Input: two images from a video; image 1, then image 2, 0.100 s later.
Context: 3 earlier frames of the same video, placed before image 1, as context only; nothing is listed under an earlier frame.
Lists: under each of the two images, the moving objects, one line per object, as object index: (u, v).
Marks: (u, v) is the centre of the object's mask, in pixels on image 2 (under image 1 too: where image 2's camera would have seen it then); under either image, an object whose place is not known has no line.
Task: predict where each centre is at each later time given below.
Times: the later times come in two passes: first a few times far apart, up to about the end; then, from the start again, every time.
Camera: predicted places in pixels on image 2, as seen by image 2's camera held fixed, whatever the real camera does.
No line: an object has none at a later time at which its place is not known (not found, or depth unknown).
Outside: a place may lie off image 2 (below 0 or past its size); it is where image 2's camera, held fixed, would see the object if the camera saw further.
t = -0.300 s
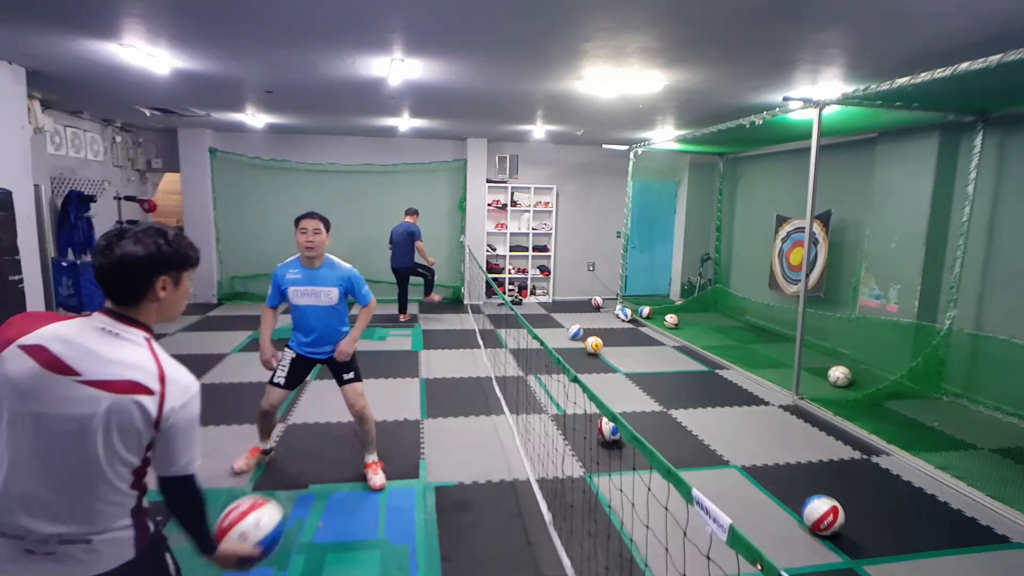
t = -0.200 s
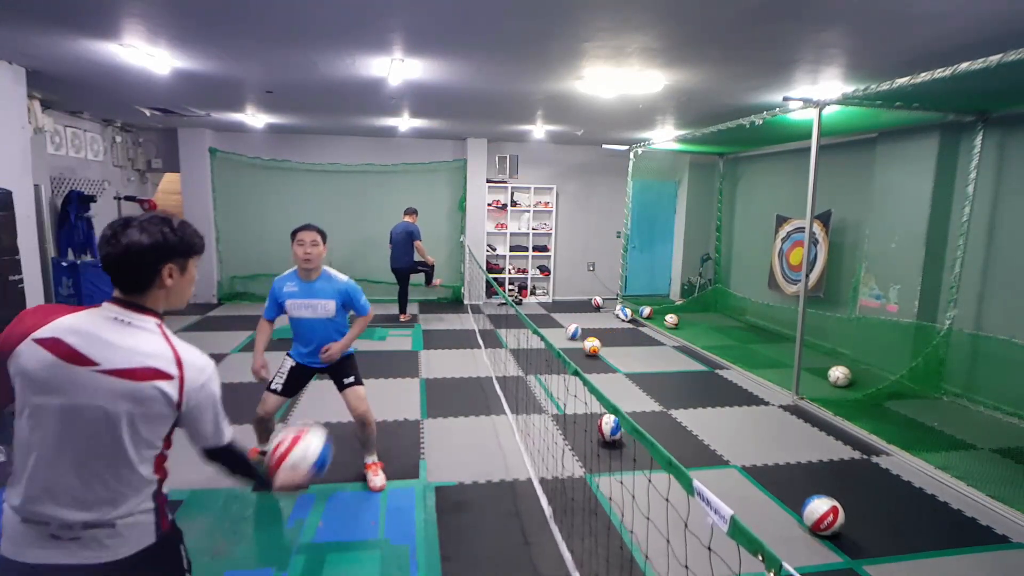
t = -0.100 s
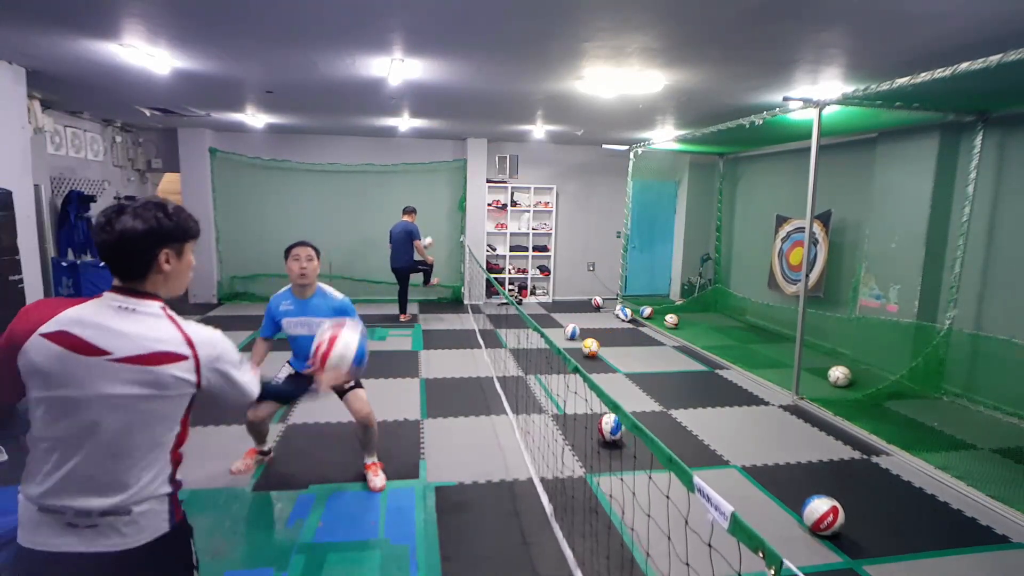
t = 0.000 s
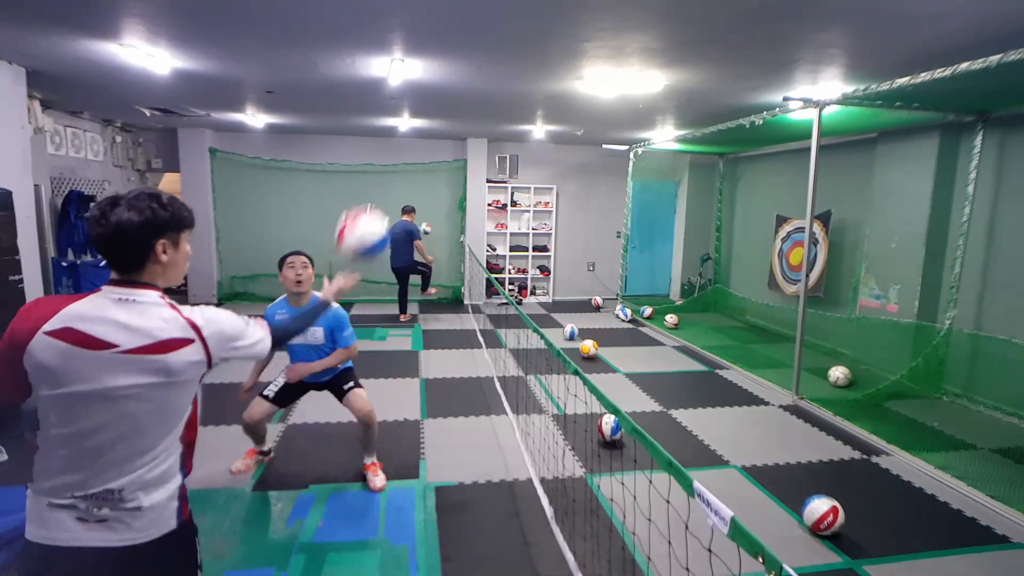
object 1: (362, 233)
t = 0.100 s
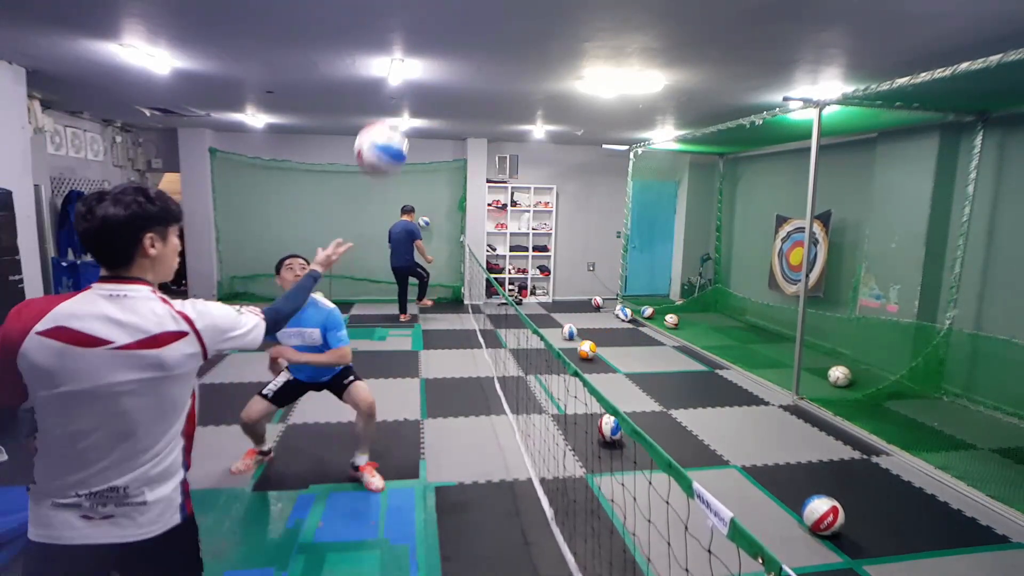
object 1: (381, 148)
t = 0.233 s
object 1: (404, 79)
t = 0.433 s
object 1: (434, 61)
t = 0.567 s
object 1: (451, 98)
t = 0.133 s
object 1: (387, 126)
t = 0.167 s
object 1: (393, 105)
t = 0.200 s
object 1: (399, 92)
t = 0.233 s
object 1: (404, 79)
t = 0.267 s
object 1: (409, 69)
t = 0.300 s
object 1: (414, 59)
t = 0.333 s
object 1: (421, 57)
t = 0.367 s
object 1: (425, 56)
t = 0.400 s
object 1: (429, 57)
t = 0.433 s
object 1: (434, 61)
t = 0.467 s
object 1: (439, 67)
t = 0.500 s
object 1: (443, 75)
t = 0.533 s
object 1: (446, 85)
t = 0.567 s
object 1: (451, 98)
